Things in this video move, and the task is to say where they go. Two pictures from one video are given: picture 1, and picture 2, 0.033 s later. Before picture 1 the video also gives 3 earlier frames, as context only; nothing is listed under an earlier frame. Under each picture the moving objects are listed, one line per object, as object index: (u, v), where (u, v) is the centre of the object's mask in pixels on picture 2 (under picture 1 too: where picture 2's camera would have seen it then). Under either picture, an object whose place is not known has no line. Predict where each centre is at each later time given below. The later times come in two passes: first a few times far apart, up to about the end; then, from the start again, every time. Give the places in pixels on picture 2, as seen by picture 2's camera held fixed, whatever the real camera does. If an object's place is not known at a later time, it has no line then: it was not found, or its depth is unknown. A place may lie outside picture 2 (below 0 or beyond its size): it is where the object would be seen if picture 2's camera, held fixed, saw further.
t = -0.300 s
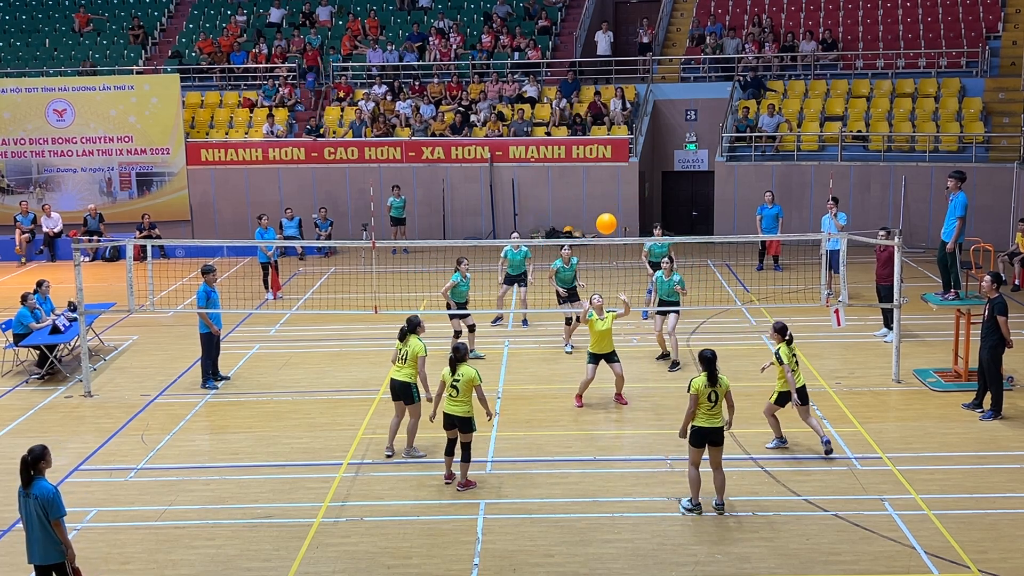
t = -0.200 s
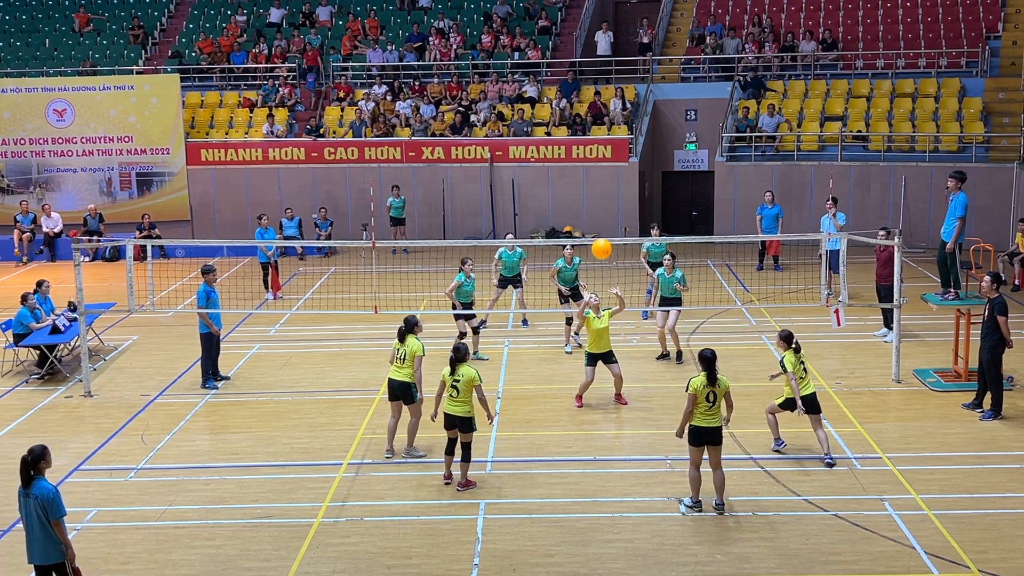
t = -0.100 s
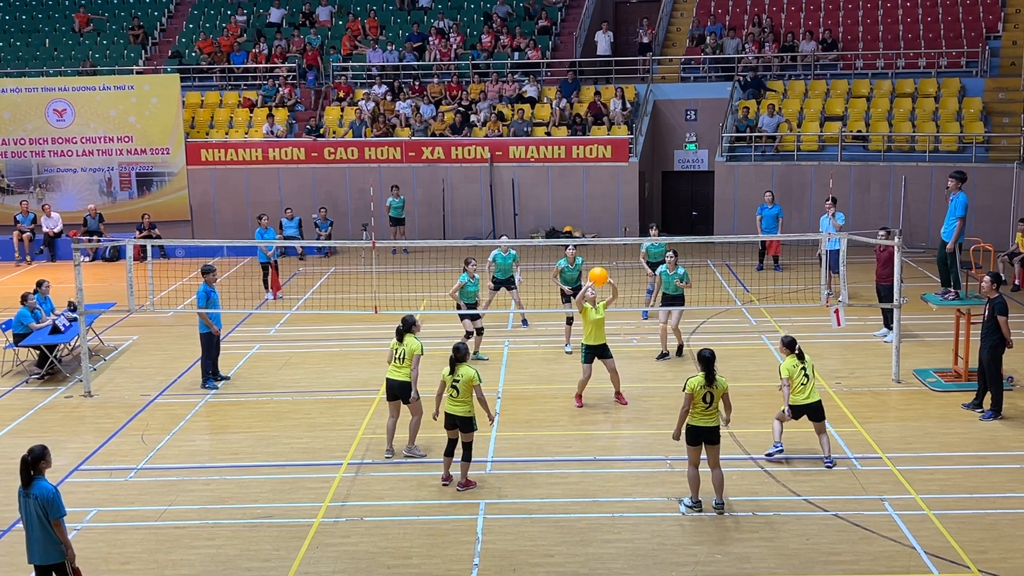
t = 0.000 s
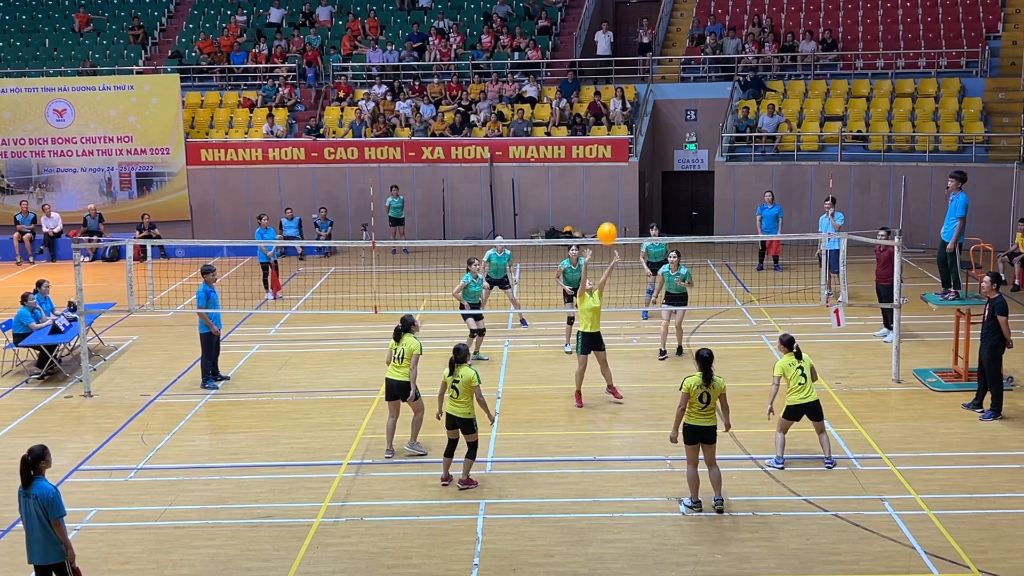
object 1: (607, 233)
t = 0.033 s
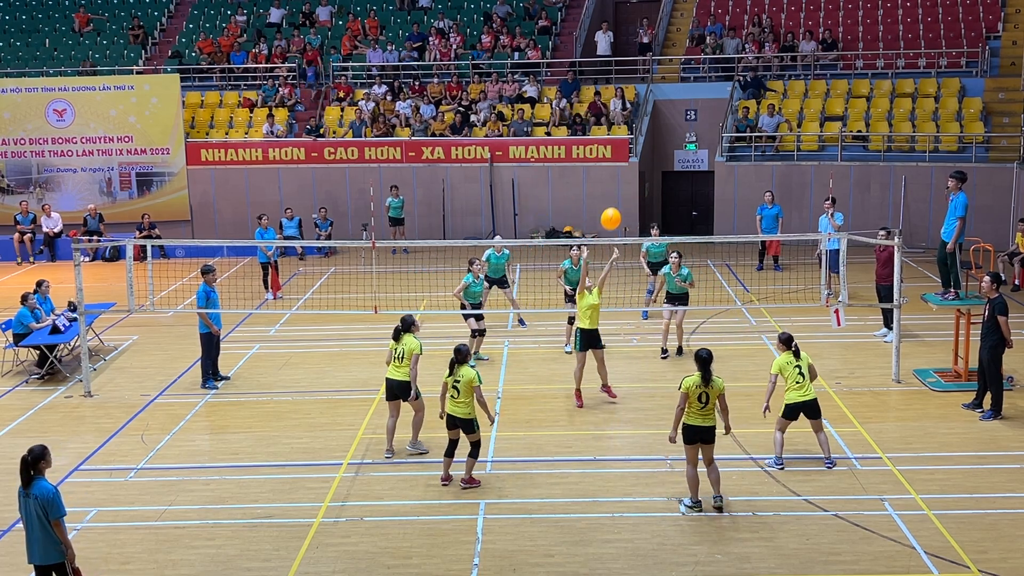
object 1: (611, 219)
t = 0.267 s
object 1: (636, 140)
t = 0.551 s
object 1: (668, 104)
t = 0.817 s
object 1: (698, 130)
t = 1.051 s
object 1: (722, 201)
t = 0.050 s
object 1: (612, 212)
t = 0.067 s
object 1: (614, 205)
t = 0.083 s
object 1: (616, 199)
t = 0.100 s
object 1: (618, 192)
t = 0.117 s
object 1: (620, 186)
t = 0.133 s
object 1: (621, 180)
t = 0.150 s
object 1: (623, 174)
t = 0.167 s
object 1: (625, 169)
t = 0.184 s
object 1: (627, 163)
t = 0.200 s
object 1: (629, 158)
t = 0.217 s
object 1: (631, 153)
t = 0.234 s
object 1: (633, 148)
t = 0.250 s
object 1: (634, 144)
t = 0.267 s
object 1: (636, 140)
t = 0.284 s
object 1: (638, 135)
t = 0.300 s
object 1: (640, 132)
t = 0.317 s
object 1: (642, 128)
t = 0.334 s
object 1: (644, 125)
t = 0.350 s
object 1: (646, 122)
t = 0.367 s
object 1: (648, 119)
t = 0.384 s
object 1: (650, 116)
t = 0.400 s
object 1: (651, 114)
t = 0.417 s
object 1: (653, 112)
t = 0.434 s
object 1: (655, 110)
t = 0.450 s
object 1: (657, 109)
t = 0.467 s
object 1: (659, 107)
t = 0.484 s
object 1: (661, 106)
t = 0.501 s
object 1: (663, 105)
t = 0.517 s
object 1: (665, 104)
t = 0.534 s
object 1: (666, 104)
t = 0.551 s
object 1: (668, 104)
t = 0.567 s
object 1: (670, 104)
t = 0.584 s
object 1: (672, 104)
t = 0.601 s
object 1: (674, 104)
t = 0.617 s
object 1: (675, 105)
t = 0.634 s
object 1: (677, 106)
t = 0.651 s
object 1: (679, 107)
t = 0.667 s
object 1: (681, 108)
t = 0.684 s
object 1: (683, 110)
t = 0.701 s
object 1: (685, 111)
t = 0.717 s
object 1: (687, 114)
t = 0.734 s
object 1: (689, 116)
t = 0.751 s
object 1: (690, 118)
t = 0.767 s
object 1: (692, 121)
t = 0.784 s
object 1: (694, 124)
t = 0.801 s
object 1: (696, 127)
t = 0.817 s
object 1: (698, 130)
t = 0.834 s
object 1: (700, 134)
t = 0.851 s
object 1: (702, 137)
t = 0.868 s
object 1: (704, 142)
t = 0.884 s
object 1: (706, 146)
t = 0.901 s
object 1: (707, 150)
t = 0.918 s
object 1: (709, 155)
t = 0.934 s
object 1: (711, 160)
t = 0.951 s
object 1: (712, 165)
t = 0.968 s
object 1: (714, 171)
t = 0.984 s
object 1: (716, 176)
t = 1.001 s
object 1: (717, 182)
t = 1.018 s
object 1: (719, 188)
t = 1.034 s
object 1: (721, 194)
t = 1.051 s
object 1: (722, 201)
